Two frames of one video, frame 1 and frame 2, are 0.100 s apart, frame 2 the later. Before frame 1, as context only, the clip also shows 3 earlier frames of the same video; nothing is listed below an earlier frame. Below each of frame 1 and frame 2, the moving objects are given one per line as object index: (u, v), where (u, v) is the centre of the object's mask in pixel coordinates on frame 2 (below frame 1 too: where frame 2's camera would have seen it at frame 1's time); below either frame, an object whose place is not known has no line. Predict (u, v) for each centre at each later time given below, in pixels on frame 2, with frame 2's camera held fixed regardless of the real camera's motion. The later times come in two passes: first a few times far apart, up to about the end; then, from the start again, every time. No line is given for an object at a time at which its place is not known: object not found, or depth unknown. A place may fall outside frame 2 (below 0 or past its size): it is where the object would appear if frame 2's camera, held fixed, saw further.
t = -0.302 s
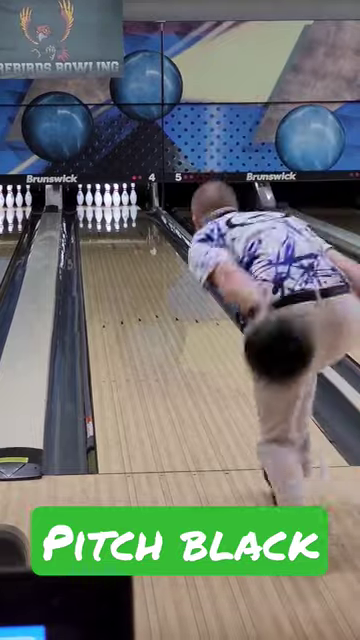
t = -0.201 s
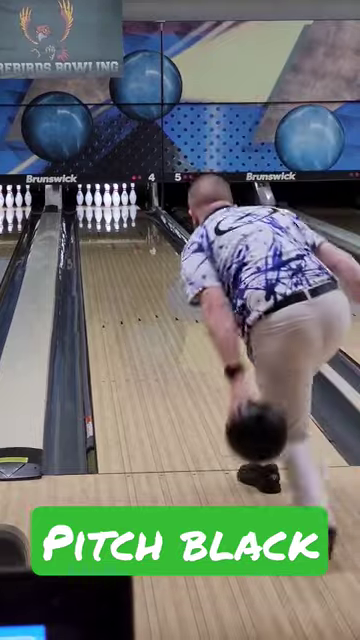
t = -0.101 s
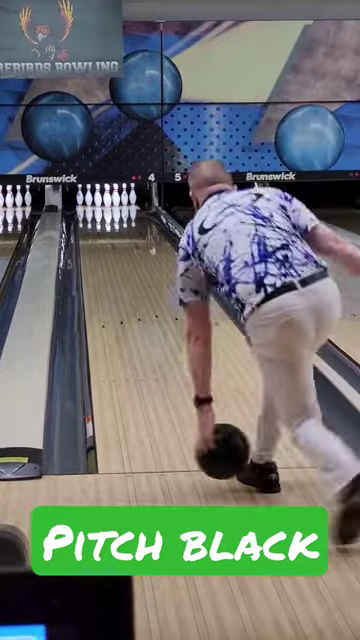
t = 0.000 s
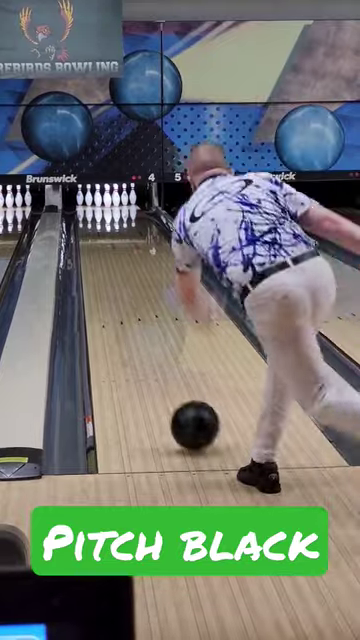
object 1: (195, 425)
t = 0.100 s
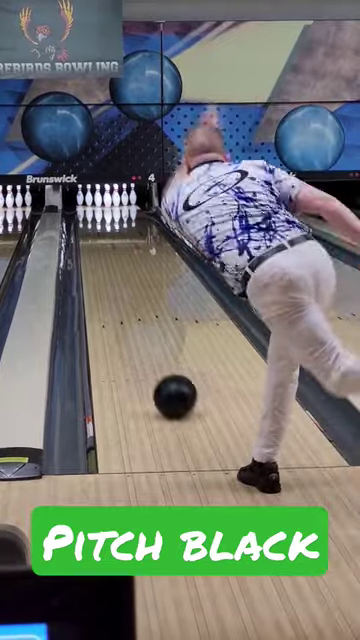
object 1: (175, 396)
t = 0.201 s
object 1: (159, 370)
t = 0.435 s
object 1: (132, 324)
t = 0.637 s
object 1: (116, 297)
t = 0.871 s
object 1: (104, 274)
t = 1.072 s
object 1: (97, 258)
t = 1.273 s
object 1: (92, 246)
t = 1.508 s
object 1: (88, 235)
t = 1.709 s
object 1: (87, 226)
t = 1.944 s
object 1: (88, 220)
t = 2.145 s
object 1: (91, 213)
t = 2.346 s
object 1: (95, 209)
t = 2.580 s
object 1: (100, 204)
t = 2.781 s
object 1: (103, 202)
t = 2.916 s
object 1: (105, 201)
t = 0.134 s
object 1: (169, 387)
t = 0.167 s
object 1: (164, 378)
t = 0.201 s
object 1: (159, 370)
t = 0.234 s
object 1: (154, 362)
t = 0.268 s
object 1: (150, 355)
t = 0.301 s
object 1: (146, 348)
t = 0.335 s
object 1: (142, 341)
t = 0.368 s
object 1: (139, 335)
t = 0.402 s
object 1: (136, 330)
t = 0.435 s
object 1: (132, 324)
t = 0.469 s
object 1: (129, 319)
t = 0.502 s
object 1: (126, 314)
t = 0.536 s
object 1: (124, 310)
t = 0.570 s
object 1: (121, 305)
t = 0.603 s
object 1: (119, 301)
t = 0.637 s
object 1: (116, 297)
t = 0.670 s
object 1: (114, 294)
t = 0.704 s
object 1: (112, 290)
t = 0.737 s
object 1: (110, 286)
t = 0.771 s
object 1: (109, 283)
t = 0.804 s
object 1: (107, 280)
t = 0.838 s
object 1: (105, 277)
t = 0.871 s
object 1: (104, 274)
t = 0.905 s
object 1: (102, 271)
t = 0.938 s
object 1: (101, 268)
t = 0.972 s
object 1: (100, 266)
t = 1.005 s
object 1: (99, 263)
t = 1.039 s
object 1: (98, 261)
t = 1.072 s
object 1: (97, 258)
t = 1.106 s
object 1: (96, 256)
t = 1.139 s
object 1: (95, 254)
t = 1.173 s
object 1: (94, 252)
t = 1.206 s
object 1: (93, 250)
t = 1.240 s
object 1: (92, 248)
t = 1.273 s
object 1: (92, 246)
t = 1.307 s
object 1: (91, 244)
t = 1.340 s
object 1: (90, 242)
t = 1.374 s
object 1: (90, 241)
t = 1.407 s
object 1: (89, 240)
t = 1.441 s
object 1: (89, 238)
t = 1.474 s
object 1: (88, 236)
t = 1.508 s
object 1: (88, 235)
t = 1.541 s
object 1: (88, 233)
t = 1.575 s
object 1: (87, 233)
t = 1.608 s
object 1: (87, 231)
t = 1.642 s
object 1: (87, 228)
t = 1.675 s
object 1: (87, 227)
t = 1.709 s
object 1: (87, 226)
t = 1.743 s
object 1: (87, 226)
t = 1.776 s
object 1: (87, 225)
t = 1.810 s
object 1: (87, 224)
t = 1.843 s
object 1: (87, 223)
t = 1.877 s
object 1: (87, 221)
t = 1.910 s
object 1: (87, 221)
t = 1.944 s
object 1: (88, 220)
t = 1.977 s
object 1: (88, 219)
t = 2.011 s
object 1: (88, 217)
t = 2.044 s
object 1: (88, 217)
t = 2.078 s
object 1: (89, 216)
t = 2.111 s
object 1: (90, 214)
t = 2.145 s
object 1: (91, 213)
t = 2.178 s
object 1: (91, 212)
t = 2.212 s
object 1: (92, 212)
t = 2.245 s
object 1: (92, 211)
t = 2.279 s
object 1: (94, 210)
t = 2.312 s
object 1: (94, 210)
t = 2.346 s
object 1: (95, 209)
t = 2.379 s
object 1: (96, 208)
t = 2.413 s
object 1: (96, 207)
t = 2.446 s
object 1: (97, 206)
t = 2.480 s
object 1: (98, 206)
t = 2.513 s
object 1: (100, 205)
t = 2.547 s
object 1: (101, 204)
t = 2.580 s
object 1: (100, 204)
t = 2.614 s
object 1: (100, 203)
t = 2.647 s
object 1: (101, 203)
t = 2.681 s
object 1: (102, 203)
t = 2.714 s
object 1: (102, 203)
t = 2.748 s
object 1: (102, 203)
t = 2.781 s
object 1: (103, 202)
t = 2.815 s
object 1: (104, 202)
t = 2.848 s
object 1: (104, 201)
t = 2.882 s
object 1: (104, 202)
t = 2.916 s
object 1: (105, 201)
